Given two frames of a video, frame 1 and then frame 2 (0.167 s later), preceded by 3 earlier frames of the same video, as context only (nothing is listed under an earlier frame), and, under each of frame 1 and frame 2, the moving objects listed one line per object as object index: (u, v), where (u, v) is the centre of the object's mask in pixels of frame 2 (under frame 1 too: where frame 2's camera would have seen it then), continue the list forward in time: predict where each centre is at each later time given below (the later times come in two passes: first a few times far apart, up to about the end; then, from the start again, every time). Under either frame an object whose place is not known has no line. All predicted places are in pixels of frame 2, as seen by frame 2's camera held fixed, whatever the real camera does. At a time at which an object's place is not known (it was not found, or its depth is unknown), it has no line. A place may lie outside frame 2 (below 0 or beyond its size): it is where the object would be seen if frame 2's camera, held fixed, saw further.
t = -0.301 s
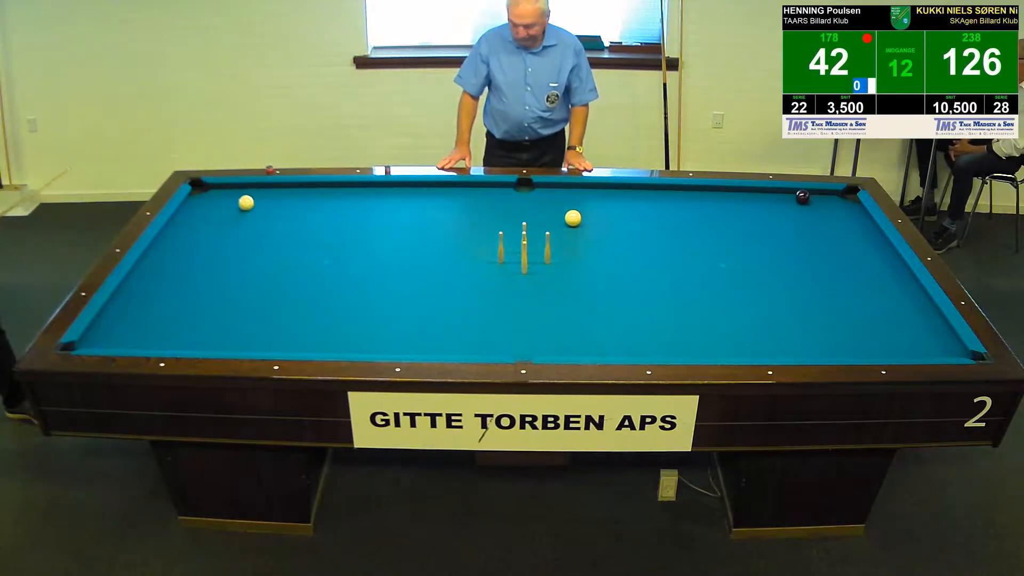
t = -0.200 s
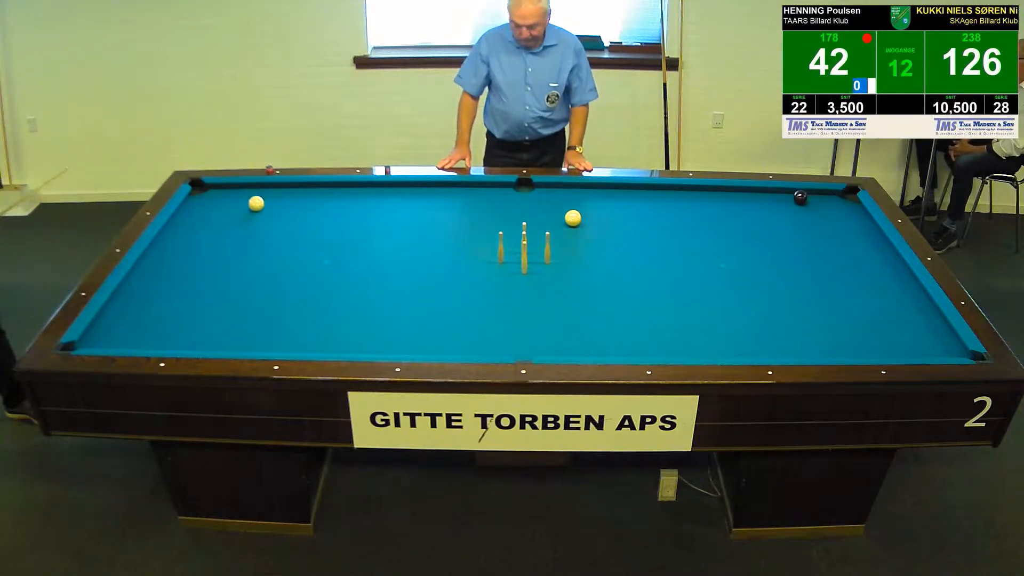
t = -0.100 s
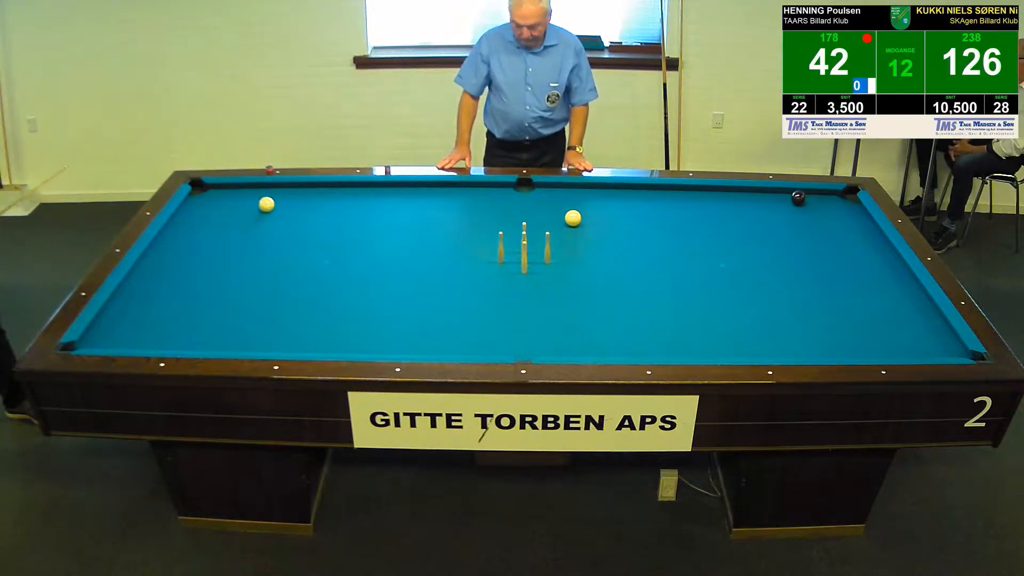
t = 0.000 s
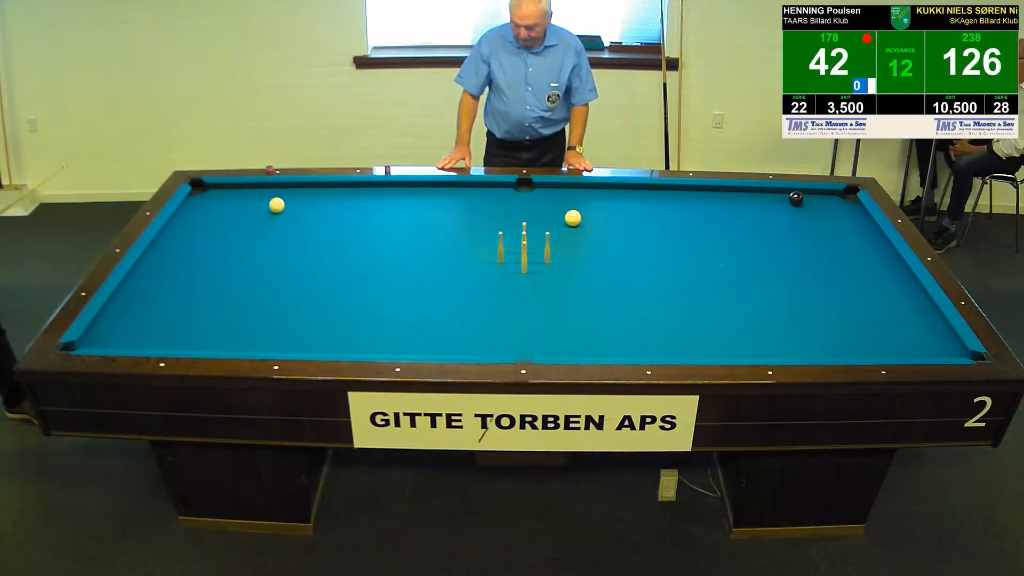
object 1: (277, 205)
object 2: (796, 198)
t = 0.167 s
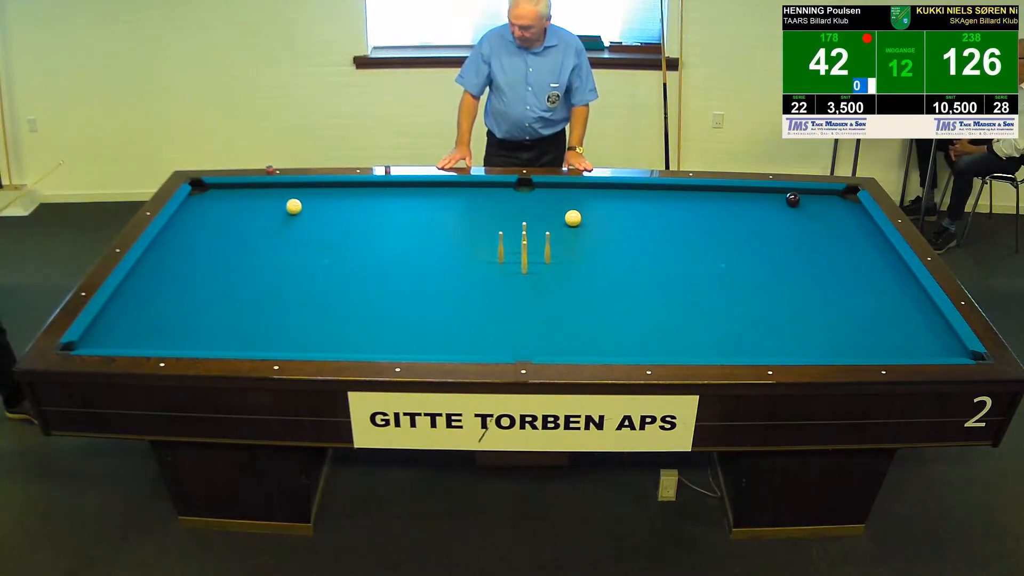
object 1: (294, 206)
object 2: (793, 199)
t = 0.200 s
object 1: (297, 206)
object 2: (792, 199)
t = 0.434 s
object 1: (321, 208)
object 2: (788, 200)
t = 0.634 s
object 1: (341, 210)
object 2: (785, 201)
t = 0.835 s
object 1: (361, 212)
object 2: (782, 202)
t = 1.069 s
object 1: (384, 214)
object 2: (779, 203)
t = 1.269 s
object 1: (404, 215)
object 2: (776, 204)
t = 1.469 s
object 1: (423, 217)
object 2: (774, 204)
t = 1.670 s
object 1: (442, 219)
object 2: (772, 205)
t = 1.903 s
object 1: (464, 222)
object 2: (771, 205)
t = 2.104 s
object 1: (482, 223)
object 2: (770, 205)
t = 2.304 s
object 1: (500, 225)
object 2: (769, 206)
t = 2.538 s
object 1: (519, 227)
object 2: (768, 206)
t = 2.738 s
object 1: (537, 229)
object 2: (768, 206)
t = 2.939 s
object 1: (553, 231)
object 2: (768, 206)
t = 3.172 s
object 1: (572, 233)
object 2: (768, 206)
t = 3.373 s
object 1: (588, 235)
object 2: (768, 206)
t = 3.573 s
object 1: (602, 236)
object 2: (768, 206)
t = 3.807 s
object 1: (619, 238)
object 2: (768, 206)
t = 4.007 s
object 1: (633, 240)
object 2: (768, 206)
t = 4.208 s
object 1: (646, 241)
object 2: (768, 206)
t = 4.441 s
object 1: (661, 243)
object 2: (768, 206)
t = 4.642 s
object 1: (674, 244)
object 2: (768, 206)
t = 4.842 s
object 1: (686, 246)
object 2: (768, 206)
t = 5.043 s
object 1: (697, 247)
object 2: (768, 206)
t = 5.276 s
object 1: (709, 248)
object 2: (767, 206)
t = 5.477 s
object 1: (719, 250)
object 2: (768, 206)
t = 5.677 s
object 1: (729, 251)
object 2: (768, 206)
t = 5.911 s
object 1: (740, 252)
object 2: (768, 206)
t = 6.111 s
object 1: (748, 253)
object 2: (768, 206)
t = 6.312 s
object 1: (756, 254)
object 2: (768, 206)
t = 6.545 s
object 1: (765, 255)
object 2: (767, 206)
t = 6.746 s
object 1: (772, 256)
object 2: (768, 206)
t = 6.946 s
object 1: (778, 257)
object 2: (768, 206)
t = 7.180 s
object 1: (785, 258)
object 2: (768, 206)
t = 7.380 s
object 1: (790, 259)
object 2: (767, 206)
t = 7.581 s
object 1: (795, 260)
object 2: (768, 206)
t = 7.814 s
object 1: (800, 260)
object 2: (768, 206)
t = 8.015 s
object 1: (804, 261)
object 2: (768, 206)
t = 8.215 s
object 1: (807, 261)
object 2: (768, 206)
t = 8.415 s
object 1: (810, 262)
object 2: (767, 206)
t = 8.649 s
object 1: (813, 262)
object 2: (768, 206)
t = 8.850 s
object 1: (814, 262)
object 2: (768, 206)
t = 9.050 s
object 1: (816, 262)
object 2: (767, 206)
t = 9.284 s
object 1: (817, 263)
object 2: (767, 206)
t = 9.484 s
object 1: (817, 263)
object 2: (767, 206)
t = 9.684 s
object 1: (817, 263)
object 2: (767, 206)
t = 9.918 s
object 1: (817, 263)
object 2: (767, 206)
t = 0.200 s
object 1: (297, 206)
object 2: (792, 199)
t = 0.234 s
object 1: (300, 207)
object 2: (792, 200)
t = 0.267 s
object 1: (304, 207)
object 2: (791, 200)
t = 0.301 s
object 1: (307, 207)
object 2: (790, 200)
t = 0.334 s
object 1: (311, 207)
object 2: (790, 200)
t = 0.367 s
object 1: (314, 208)
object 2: (789, 200)
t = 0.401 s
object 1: (317, 208)
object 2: (789, 200)
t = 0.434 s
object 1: (321, 208)
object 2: (788, 200)
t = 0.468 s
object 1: (324, 209)
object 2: (788, 200)
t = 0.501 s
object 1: (328, 209)
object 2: (787, 200)
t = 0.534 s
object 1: (331, 209)
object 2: (786, 201)
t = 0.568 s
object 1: (334, 210)
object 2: (786, 201)
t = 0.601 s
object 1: (338, 210)
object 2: (785, 201)
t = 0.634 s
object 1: (341, 210)
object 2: (785, 201)
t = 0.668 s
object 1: (344, 210)
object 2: (784, 201)
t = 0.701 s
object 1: (348, 211)
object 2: (784, 201)
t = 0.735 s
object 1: (351, 211)
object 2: (783, 202)
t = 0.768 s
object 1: (354, 211)
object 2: (783, 202)
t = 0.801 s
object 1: (358, 211)
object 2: (782, 202)
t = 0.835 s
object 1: (361, 212)
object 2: (782, 202)
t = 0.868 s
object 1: (364, 212)
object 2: (781, 202)
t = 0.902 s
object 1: (367, 212)
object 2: (781, 202)
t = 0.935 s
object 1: (371, 213)
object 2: (780, 203)
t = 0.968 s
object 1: (374, 213)
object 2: (780, 203)
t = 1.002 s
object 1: (378, 213)
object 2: (780, 203)
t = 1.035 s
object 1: (381, 214)
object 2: (779, 203)
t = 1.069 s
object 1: (384, 214)
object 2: (779, 203)
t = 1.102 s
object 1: (387, 214)
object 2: (778, 203)
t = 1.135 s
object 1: (391, 215)
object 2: (778, 204)
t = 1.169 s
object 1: (394, 215)
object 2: (777, 203)
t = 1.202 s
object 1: (397, 215)
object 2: (777, 203)
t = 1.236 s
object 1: (400, 215)
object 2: (776, 204)
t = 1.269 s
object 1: (404, 215)
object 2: (776, 204)
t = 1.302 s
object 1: (407, 216)
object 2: (776, 204)
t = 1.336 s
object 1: (410, 216)
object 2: (775, 204)
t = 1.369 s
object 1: (413, 217)
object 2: (775, 204)
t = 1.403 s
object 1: (417, 217)
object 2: (775, 204)
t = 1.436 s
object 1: (420, 217)
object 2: (774, 204)
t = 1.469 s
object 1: (423, 217)
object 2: (774, 204)
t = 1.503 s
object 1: (426, 218)
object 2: (774, 204)
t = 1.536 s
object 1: (429, 218)
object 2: (774, 204)
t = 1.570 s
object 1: (432, 219)
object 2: (773, 204)
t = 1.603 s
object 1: (436, 219)
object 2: (773, 204)
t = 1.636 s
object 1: (439, 219)
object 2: (773, 204)
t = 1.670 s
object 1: (442, 219)
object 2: (772, 205)
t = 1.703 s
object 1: (445, 220)
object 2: (772, 205)
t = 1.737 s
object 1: (448, 220)
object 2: (772, 205)
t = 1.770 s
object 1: (452, 220)
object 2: (772, 205)
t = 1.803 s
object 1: (454, 221)
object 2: (771, 205)
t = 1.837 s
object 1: (458, 221)
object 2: (771, 205)
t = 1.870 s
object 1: (461, 221)
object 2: (771, 205)
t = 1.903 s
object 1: (464, 222)
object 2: (771, 205)
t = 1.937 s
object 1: (467, 222)
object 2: (771, 205)
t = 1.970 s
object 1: (470, 222)
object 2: (770, 205)
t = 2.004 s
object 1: (473, 222)
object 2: (770, 205)
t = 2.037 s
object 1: (476, 223)
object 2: (770, 205)
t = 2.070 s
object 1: (479, 223)
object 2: (770, 205)
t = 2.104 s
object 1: (482, 223)
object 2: (770, 205)
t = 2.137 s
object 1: (485, 224)
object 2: (769, 205)
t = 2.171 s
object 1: (488, 224)
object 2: (769, 205)
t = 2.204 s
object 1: (491, 224)
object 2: (769, 205)
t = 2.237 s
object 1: (494, 224)
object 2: (769, 205)
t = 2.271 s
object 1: (497, 224)
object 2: (769, 206)
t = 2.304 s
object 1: (500, 225)
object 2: (769, 206)
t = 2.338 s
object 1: (503, 225)
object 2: (769, 206)
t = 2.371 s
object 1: (506, 226)
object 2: (769, 206)
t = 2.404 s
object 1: (509, 226)
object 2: (769, 206)
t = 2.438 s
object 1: (511, 226)
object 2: (768, 205)
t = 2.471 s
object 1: (514, 227)
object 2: (768, 206)
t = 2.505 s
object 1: (516, 227)
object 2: (768, 206)
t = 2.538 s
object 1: (519, 227)
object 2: (768, 206)
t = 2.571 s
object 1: (522, 227)
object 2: (768, 206)
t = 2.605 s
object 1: (526, 227)
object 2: (768, 206)
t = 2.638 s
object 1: (530, 228)
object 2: (768, 206)
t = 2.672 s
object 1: (532, 229)
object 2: (768, 206)
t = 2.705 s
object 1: (534, 229)
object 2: (768, 206)
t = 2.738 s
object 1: (537, 229)
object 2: (768, 206)
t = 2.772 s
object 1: (539, 229)
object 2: (768, 206)
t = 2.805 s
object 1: (542, 230)
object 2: (768, 206)
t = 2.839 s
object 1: (545, 230)
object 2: (768, 206)
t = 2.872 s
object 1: (548, 230)
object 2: (768, 206)
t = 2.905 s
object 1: (551, 230)
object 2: (768, 206)
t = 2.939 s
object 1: (553, 231)
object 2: (768, 206)
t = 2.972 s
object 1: (556, 231)
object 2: (768, 206)
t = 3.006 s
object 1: (559, 232)
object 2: (768, 206)
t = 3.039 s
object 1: (561, 232)
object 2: (768, 206)
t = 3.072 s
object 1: (564, 232)
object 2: (768, 206)
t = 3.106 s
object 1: (567, 233)
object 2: (768, 206)
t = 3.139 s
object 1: (569, 233)
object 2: (768, 206)
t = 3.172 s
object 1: (572, 233)
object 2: (768, 206)
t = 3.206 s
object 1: (575, 233)
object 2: (768, 206)
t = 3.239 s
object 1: (577, 233)
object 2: (768, 206)
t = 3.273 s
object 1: (580, 234)
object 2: (768, 206)
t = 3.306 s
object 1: (582, 234)
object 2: (768, 206)
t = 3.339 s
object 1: (585, 234)
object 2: (768, 206)
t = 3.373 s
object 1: (588, 235)
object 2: (768, 206)
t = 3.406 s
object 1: (590, 235)
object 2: (768, 206)
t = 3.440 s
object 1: (592, 235)
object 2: (768, 206)
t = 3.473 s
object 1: (595, 235)
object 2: (768, 206)
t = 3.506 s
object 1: (597, 236)
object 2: (768, 206)
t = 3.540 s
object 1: (600, 236)
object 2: (768, 206)
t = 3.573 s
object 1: (602, 236)
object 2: (768, 206)
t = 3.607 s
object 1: (605, 237)
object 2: (768, 206)
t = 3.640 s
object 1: (607, 237)
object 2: (768, 206)
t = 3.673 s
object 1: (610, 237)
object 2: (768, 206)
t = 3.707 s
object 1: (612, 237)
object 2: (768, 206)
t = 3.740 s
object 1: (614, 237)
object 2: (768, 206)
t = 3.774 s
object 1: (617, 238)
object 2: (768, 206)
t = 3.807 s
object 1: (619, 238)
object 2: (768, 206)
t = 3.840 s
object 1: (622, 238)
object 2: (768, 206)
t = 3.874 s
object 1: (624, 239)
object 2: (768, 206)
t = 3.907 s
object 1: (626, 239)
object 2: (768, 206)
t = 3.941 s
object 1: (628, 239)
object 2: (768, 206)
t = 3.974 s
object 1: (631, 239)
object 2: (768, 206)
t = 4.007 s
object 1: (633, 240)
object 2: (768, 206)
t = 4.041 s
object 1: (635, 240)
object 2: (768, 206)
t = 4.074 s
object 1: (637, 240)
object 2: (768, 206)
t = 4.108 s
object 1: (640, 240)
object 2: (768, 206)
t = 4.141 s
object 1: (642, 241)
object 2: (768, 206)
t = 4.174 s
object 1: (644, 241)
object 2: (768, 206)
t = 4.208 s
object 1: (646, 241)
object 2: (768, 206)
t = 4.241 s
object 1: (648, 242)
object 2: (768, 206)
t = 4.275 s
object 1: (651, 242)
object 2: (768, 206)
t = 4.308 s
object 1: (653, 242)
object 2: (768, 206)
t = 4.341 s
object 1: (655, 242)
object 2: (768, 206)
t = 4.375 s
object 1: (657, 242)
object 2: (768, 206)
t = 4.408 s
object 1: (659, 243)
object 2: (768, 206)
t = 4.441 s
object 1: (661, 243)
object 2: (768, 206)
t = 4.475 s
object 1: (663, 243)
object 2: (768, 206)
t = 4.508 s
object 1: (665, 243)
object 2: (768, 206)
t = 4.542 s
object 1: (667, 244)
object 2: (768, 206)
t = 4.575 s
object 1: (670, 244)
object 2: (768, 206)
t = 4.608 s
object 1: (672, 244)
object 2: (768, 206)
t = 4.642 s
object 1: (674, 244)
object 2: (768, 206)
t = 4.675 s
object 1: (676, 245)
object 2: (768, 206)
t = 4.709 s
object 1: (678, 245)
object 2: (768, 206)
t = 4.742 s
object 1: (680, 245)
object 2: (768, 206)
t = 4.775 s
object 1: (682, 245)
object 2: (768, 206)
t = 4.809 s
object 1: (684, 246)
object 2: (768, 206)
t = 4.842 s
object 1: (686, 246)
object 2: (768, 206)
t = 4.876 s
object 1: (687, 246)
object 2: (768, 206)
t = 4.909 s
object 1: (689, 246)
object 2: (768, 206)
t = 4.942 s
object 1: (691, 246)
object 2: (768, 206)
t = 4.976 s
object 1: (693, 247)
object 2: (768, 206)
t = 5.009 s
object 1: (695, 247)
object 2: (768, 206)
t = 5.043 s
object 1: (697, 247)
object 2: (768, 206)
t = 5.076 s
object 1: (699, 247)
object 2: (768, 206)
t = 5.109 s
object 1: (700, 247)
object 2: (768, 206)
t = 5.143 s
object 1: (702, 248)
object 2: (767, 206)
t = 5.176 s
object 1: (704, 248)
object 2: (767, 206)
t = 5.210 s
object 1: (706, 248)
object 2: (768, 206)
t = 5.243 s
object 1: (707, 248)
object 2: (767, 206)
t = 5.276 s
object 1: (709, 248)
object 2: (767, 206)
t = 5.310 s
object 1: (711, 249)
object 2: (768, 206)
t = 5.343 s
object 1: (713, 248)
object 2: (767, 206)
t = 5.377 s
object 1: (714, 249)
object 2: (768, 206)
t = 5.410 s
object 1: (716, 249)
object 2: (768, 206)
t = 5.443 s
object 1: (718, 249)
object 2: (768, 206)
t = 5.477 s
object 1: (719, 250)
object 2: (768, 206)
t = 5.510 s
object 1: (721, 250)
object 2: (768, 206)
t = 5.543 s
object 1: (723, 250)
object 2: (767, 206)
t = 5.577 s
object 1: (724, 250)
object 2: (768, 206)
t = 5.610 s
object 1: (726, 250)
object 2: (768, 206)
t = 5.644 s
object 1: (727, 251)
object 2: (768, 206)
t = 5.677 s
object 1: (729, 251)
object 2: (768, 206)
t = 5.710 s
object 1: (731, 251)
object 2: (768, 206)
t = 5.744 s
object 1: (732, 251)
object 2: (767, 206)
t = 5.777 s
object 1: (734, 251)
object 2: (768, 206)
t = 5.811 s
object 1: (735, 252)
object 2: (768, 206)
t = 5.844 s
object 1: (737, 252)
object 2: (768, 206)
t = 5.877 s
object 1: (738, 252)
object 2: (768, 206)
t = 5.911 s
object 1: (740, 252)
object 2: (768, 206)
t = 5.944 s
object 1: (741, 252)
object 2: (768, 206)
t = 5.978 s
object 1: (742, 252)
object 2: (768, 206)
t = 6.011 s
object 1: (744, 253)
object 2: (768, 206)
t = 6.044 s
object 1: (745, 253)
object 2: (768, 206)
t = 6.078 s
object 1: (747, 253)
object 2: (768, 206)
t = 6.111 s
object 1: (748, 253)
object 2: (768, 206)
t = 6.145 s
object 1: (749, 253)
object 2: (768, 206)
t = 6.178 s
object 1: (751, 253)
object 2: (768, 206)
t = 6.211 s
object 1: (752, 253)
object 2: (768, 206)
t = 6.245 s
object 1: (753, 254)
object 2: (768, 206)
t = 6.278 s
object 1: (755, 254)
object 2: (768, 206)
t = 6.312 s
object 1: (756, 254)
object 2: (768, 206)
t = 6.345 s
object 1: (757, 254)
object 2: (768, 206)
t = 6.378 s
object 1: (759, 254)
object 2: (768, 206)
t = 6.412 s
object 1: (760, 255)
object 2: (768, 206)
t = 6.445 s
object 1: (761, 254)
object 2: (768, 206)
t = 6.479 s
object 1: (762, 255)
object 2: (768, 206)
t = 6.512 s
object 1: (764, 255)
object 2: (768, 206)
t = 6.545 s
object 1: (765, 255)
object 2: (767, 206)
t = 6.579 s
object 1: (766, 255)
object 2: (768, 206)
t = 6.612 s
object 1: (767, 256)
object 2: (768, 206)
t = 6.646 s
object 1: (768, 256)
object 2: (768, 206)
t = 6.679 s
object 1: (769, 256)
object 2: (768, 206)
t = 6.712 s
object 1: (771, 256)
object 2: (768, 206)
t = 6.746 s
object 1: (772, 256)
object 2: (768, 206)
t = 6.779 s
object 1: (773, 256)
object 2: (768, 206)
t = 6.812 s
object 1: (774, 256)
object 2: (768, 206)
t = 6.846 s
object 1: (775, 256)
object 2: (768, 206)
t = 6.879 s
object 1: (776, 257)
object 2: (768, 206)
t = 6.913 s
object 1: (777, 257)
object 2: (768, 206)
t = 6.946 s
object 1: (778, 257)
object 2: (768, 206)
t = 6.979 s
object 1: (779, 257)
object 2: (768, 206)
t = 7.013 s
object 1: (780, 257)
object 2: (768, 206)
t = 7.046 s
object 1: (781, 257)
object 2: (768, 206)
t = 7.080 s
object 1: (782, 258)
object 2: (768, 206)
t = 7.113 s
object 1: (783, 258)
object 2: (768, 206)
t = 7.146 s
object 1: (784, 258)
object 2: (768, 206)
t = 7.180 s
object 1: (785, 258)
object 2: (768, 206)
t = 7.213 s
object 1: (786, 258)
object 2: (768, 206)
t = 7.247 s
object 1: (787, 258)
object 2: (768, 206)
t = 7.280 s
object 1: (788, 258)
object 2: (767, 206)
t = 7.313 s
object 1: (789, 259)
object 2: (767, 206)
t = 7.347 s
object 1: (790, 259)
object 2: (767, 206)
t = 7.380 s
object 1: (790, 259)
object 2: (767, 206)
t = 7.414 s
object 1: (791, 259)
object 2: (768, 206)
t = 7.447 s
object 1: (792, 259)
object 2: (767, 206)
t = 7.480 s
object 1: (793, 259)
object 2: (767, 206)
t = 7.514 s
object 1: (794, 259)
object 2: (767, 206)
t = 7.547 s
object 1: (794, 259)
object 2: (767, 206)
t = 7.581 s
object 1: (795, 260)
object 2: (768, 206)
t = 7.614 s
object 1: (796, 260)
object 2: (768, 206)
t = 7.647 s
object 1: (797, 260)
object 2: (768, 206)
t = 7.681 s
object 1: (797, 260)
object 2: (768, 206)
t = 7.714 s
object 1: (798, 260)
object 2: (768, 206)
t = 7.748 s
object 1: (799, 260)
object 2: (768, 206)
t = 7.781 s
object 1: (800, 260)
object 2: (768, 206)
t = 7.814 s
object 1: (800, 260)
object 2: (768, 206)
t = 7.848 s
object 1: (801, 260)
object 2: (768, 206)
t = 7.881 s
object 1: (802, 260)
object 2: (768, 206)
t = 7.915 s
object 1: (802, 261)
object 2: (768, 206)
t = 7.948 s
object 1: (803, 261)
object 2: (768, 206)
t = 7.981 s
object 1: (804, 261)
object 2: (768, 206)
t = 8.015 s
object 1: (804, 261)
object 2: (768, 206)
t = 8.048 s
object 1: (805, 261)
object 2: (768, 206)
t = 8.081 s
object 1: (805, 261)
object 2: (768, 206)
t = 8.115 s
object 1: (806, 261)
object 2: (768, 206)
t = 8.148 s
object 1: (806, 261)
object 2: (768, 206)
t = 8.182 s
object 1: (807, 261)
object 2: (768, 206)
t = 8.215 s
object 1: (807, 261)
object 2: (768, 206)
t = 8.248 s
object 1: (808, 261)
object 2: (768, 206)
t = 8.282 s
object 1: (808, 261)
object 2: (768, 206)
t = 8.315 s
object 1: (809, 261)
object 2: (767, 206)
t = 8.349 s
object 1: (809, 261)
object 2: (767, 206)
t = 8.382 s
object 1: (810, 261)
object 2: (768, 206)
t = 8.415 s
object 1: (810, 262)
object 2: (767, 206)
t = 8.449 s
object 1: (811, 262)
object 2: (768, 206)
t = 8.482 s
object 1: (811, 262)
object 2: (767, 206)
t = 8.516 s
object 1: (811, 262)
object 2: (767, 206)
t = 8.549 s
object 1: (812, 262)
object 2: (768, 206)
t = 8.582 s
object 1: (812, 262)
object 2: (767, 206)
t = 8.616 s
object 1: (812, 262)
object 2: (768, 206)
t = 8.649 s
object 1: (813, 262)
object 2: (768, 206)
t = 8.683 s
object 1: (813, 262)
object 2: (768, 206)
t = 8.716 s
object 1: (813, 262)
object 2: (767, 206)
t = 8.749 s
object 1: (814, 262)
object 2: (768, 206)
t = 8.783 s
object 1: (814, 262)
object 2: (767, 206)
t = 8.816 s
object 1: (814, 262)
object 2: (768, 206)
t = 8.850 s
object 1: (814, 262)
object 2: (768, 206)
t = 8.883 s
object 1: (815, 262)
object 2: (768, 206)
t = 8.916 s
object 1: (815, 263)
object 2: (768, 206)
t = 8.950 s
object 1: (815, 262)
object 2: (768, 206)
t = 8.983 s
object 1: (815, 263)
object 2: (768, 206)
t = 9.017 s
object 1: (816, 262)
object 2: (767, 206)
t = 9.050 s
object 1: (816, 262)
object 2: (767, 206)
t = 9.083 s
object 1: (816, 262)
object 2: (767, 206)
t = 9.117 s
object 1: (816, 262)
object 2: (767, 206)
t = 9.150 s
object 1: (816, 262)
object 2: (767, 206)
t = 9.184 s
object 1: (816, 262)
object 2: (767, 206)
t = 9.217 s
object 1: (816, 263)
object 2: (767, 206)
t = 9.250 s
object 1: (817, 263)
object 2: (767, 206)
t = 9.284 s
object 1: (817, 263)
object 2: (767, 206)
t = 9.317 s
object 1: (817, 263)
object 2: (767, 206)
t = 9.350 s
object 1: (817, 263)
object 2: (767, 206)
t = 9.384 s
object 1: (817, 263)
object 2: (767, 206)
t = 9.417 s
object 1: (817, 263)
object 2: (767, 206)
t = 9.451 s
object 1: (817, 263)
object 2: (767, 206)
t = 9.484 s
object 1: (817, 263)
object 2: (767, 206)
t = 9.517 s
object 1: (817, 263)
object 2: (767, 206)
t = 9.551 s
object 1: (817, 263)
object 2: (767, 206)
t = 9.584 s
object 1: (817, 263)
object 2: (767, 206)
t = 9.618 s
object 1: (817, 263)
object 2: (767, 206)
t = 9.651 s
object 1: (817, 263)
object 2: (767, 206)
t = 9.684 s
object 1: (817, 263)
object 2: (767, 206)
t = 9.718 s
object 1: (817, 263)
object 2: (767, 206)
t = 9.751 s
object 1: (817, 263)
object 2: (767, 206)
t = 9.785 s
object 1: (817, 263)
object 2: (767, 206)
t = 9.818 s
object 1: (817, 263)
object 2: (767, 206)
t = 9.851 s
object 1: (817, 263)
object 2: (767, 206)
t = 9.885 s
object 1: (817, 263)
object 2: (767, 206)
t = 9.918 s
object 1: (817, 263)
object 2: (767, 206)
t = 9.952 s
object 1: (817, 263)
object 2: (767, 206)
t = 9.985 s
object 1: (817, 263)
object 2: (767, 206)
